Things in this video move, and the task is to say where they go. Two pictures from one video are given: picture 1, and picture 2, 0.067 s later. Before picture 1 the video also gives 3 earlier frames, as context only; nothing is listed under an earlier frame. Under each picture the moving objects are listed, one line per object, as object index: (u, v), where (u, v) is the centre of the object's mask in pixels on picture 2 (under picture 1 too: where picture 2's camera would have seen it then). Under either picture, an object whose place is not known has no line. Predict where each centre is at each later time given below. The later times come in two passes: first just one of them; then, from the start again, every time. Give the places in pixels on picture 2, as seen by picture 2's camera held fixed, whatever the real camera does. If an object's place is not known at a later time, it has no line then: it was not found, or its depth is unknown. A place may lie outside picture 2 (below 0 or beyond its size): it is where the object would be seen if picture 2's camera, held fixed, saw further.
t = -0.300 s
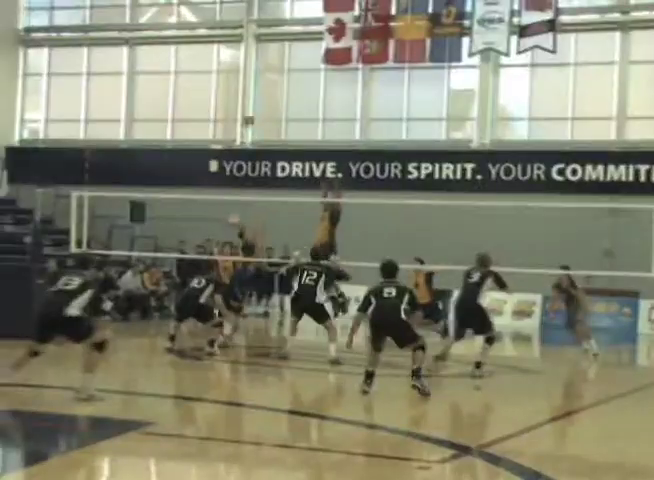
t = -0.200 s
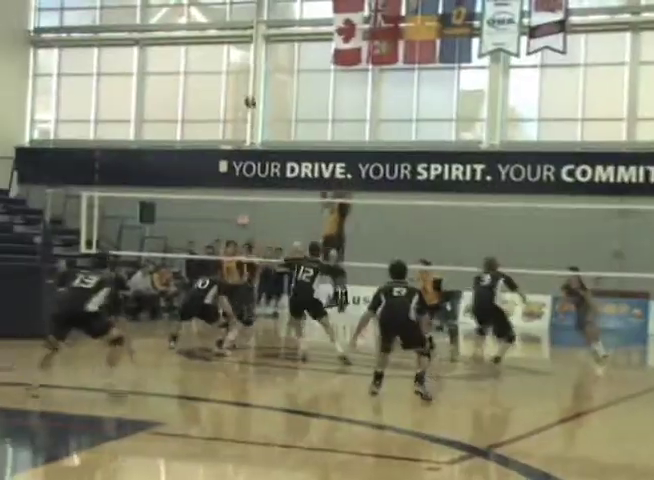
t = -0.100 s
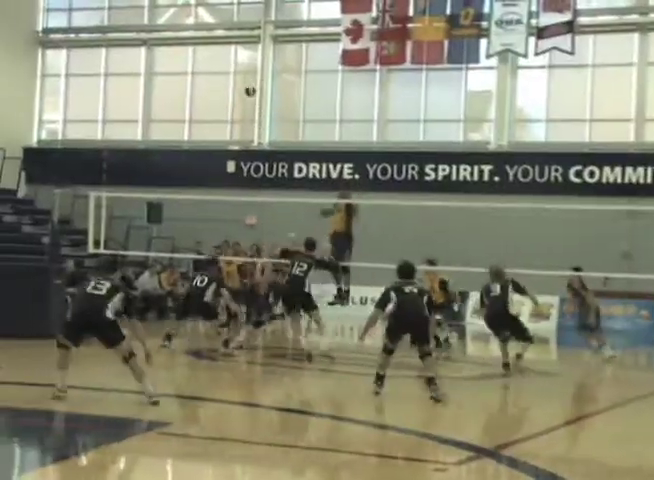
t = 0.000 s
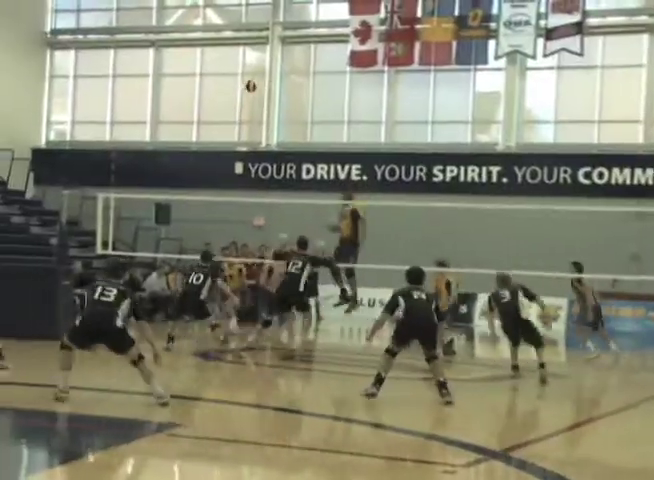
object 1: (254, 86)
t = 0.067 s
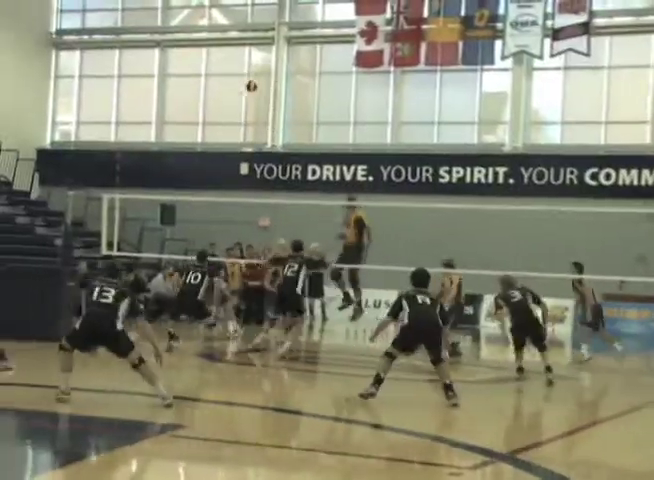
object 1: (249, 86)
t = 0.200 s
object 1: (240, 91)
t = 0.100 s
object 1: (247, 86)
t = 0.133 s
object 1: (245, 86)
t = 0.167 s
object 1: (242, 88)
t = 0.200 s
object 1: (240, 91)
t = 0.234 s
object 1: (238, 94)
